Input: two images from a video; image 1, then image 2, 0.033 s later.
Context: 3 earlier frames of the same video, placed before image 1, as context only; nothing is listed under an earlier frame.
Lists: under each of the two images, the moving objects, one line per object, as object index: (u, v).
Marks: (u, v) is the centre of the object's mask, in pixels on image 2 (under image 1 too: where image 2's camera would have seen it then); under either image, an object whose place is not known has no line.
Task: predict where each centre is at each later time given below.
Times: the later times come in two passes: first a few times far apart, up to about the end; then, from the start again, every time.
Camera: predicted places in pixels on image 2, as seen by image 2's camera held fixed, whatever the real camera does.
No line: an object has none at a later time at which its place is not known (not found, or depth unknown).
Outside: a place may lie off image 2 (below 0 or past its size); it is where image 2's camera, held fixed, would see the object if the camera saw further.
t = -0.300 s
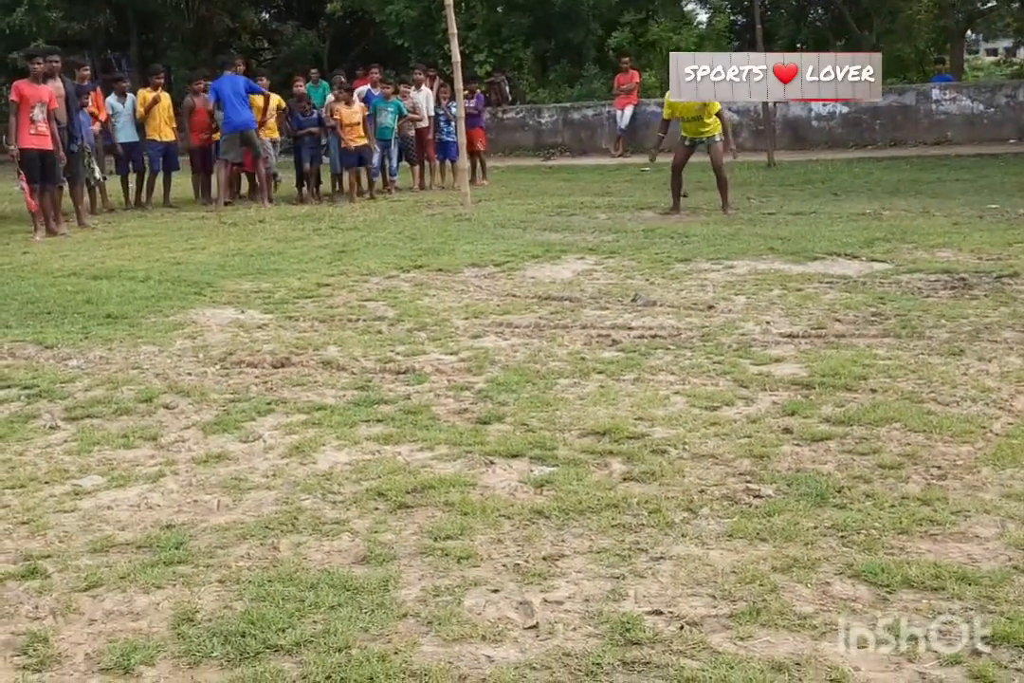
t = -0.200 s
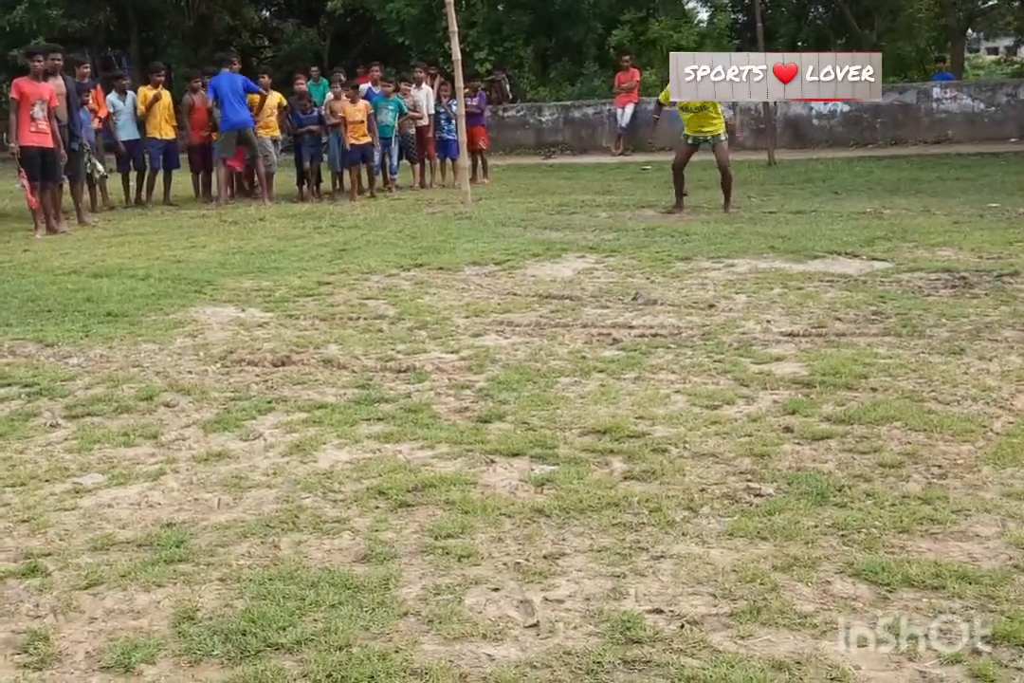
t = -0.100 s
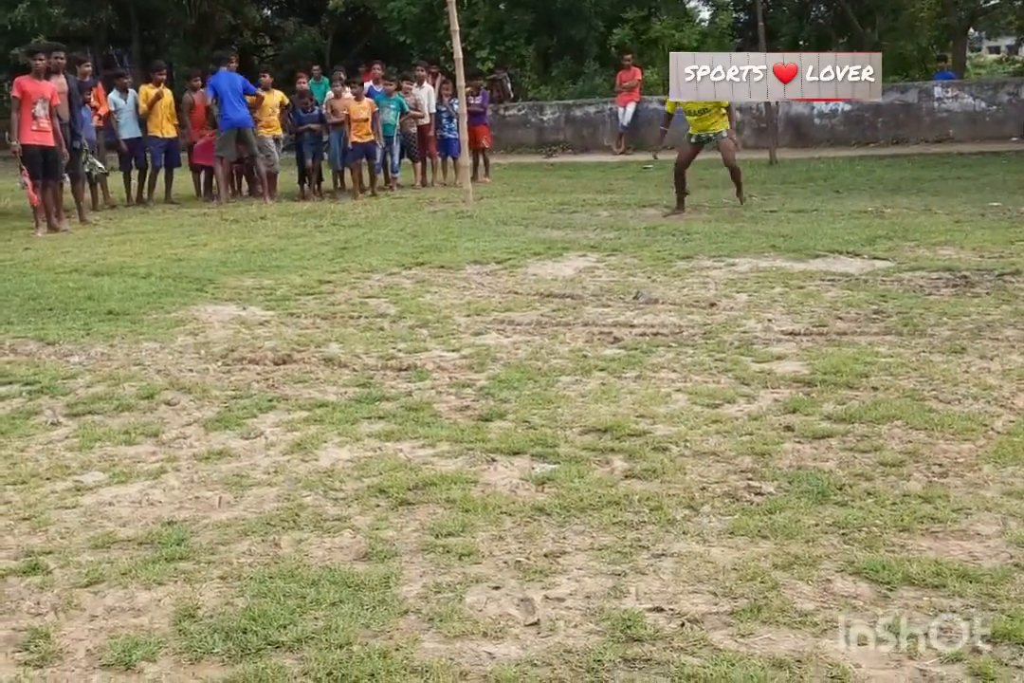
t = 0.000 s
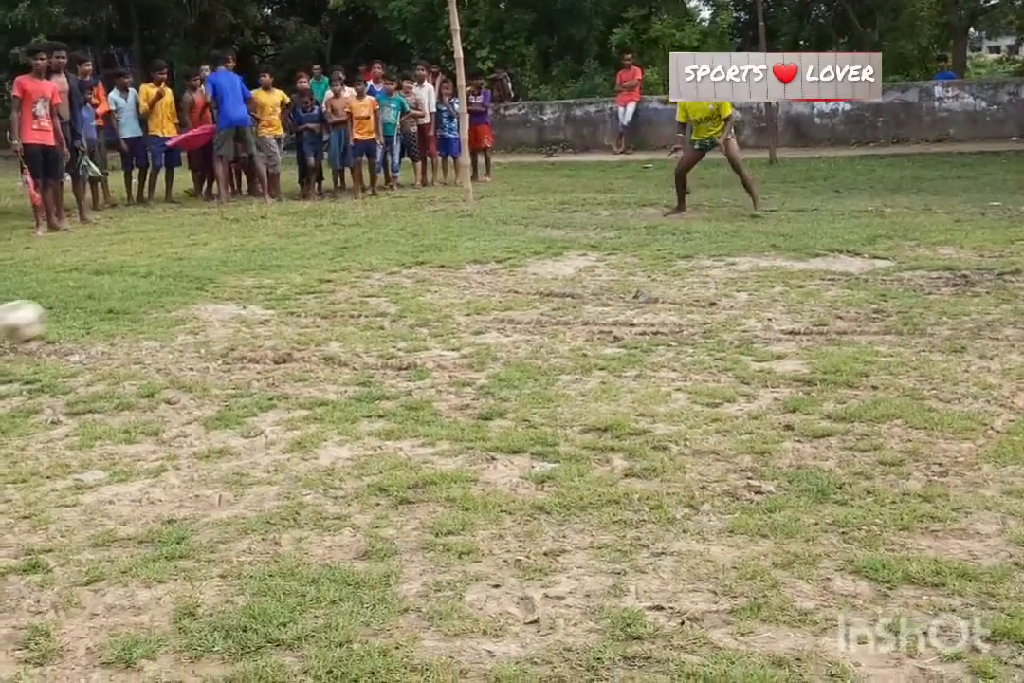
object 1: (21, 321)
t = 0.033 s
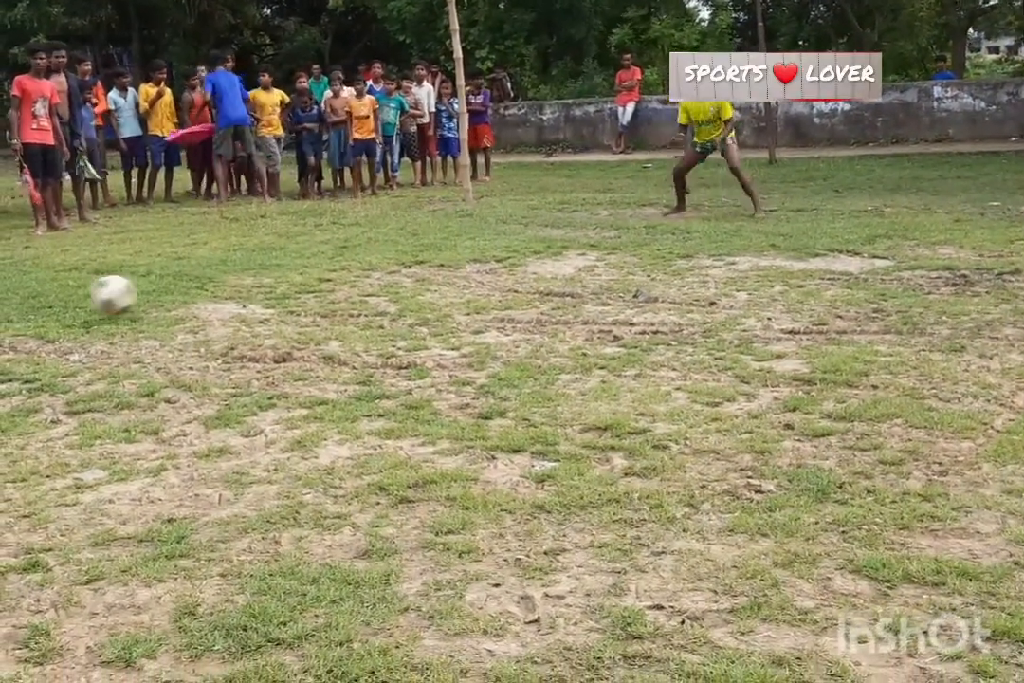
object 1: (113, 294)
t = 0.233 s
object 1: (415, 216)
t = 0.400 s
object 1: (520, 164)
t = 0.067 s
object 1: (189, 278)
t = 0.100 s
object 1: (254, 264)
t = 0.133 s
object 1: (305, 252)
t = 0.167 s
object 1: (347, 237)
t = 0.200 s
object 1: (382, 226)
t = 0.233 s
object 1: (415, 216)
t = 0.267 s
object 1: (443, 209)
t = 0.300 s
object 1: (469, 205)
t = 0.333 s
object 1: (487, 190)
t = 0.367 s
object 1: (505, 176)
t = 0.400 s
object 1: (520, 164)
